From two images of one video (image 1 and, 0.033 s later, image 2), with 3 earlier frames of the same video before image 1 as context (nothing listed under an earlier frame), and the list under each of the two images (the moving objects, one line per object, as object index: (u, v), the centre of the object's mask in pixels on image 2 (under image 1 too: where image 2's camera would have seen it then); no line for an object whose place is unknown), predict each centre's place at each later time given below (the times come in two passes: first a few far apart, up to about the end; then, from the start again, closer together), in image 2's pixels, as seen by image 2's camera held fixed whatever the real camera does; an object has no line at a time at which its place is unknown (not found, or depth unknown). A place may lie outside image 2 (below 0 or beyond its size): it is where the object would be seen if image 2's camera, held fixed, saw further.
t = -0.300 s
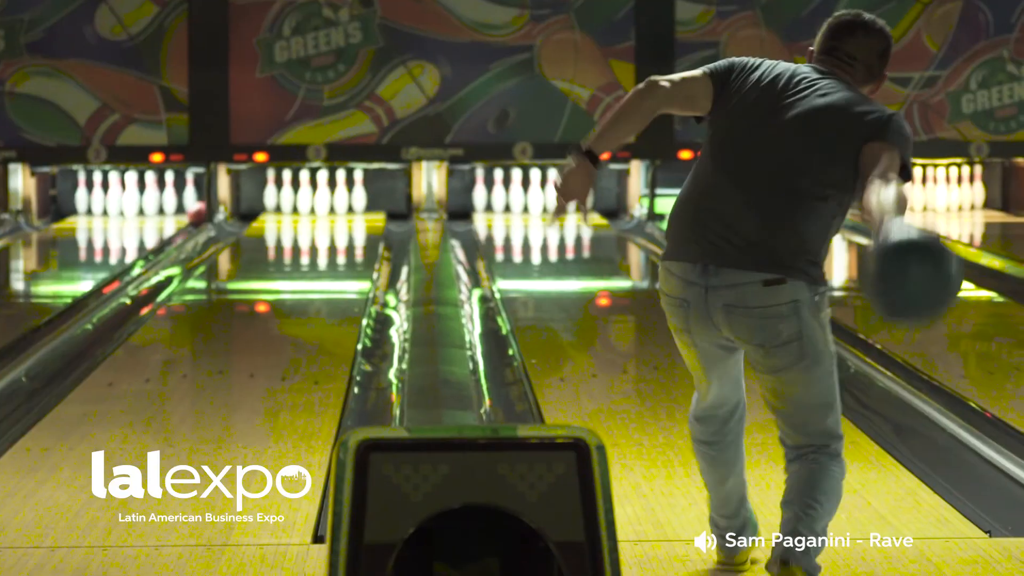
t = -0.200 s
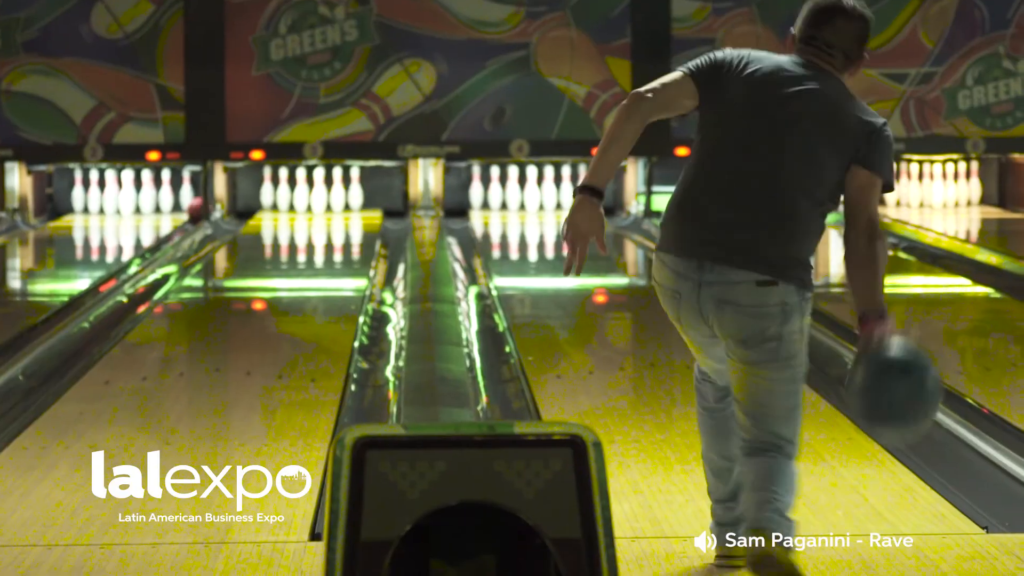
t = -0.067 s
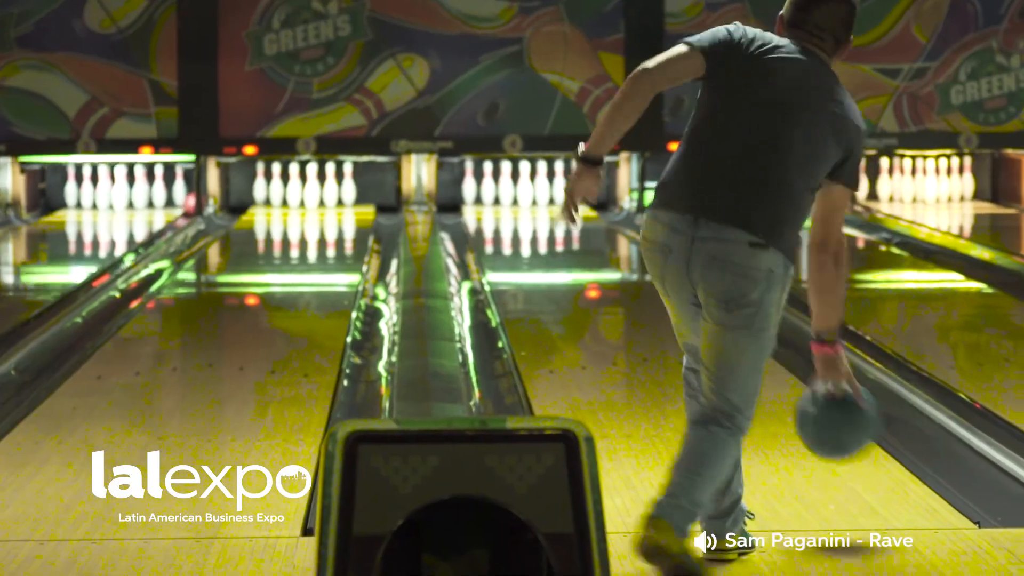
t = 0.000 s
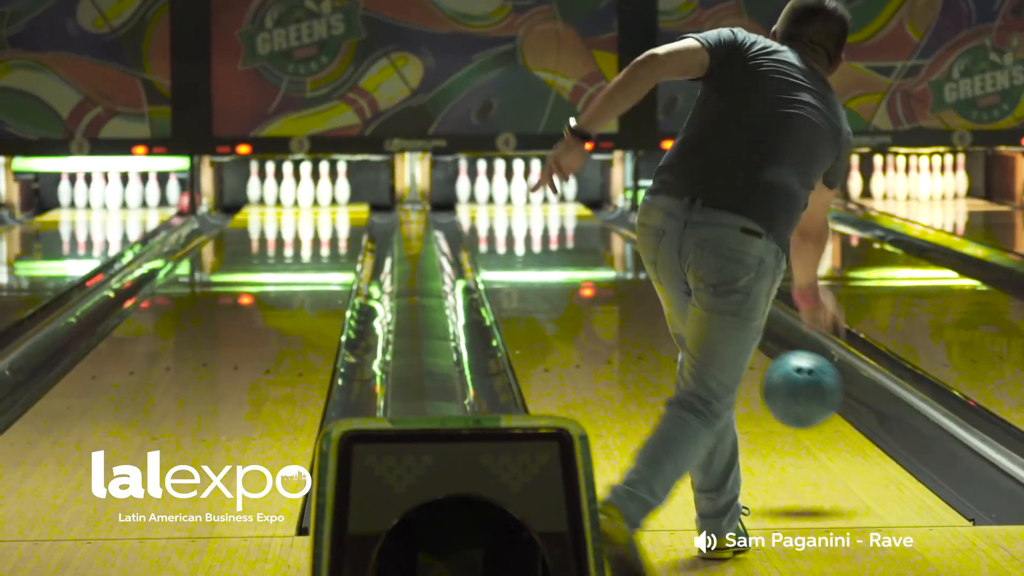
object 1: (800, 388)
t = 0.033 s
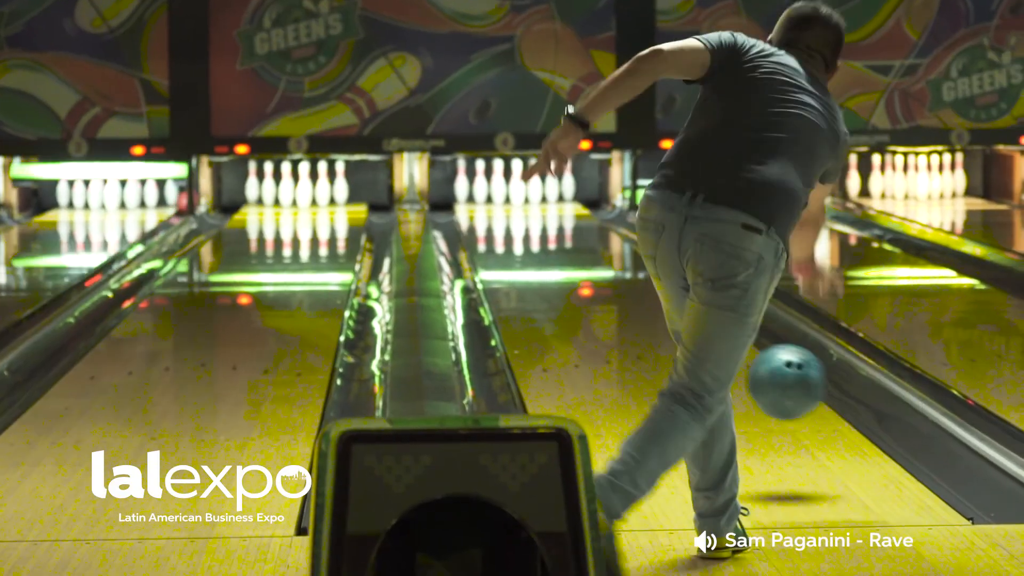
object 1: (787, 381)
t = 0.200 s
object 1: (745, 403)
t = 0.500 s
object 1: (654, 344)
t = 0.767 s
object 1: (610, 304)
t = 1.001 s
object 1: (581, 279)
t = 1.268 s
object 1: (555, 255)
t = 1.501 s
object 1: (536, 241)
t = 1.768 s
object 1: (519, 227)
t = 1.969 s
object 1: (509, 217)
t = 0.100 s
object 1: (763, 380)
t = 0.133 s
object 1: (756, 384)
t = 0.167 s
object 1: (751, 391)
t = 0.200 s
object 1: (745, 403)
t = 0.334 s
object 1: (670, 367)
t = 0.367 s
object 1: (668, 368)
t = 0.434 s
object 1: (663, 356)
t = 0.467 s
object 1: (660, 350)
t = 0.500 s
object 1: (654, 344)
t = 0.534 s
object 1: (647, 339)
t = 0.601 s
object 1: (635, 329)
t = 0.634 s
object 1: (630, 323)
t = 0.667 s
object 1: (625, 318)
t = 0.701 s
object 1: (619, 313)
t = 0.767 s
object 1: (610, 304)
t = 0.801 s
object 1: (605, 301)
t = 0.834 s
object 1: (601, 297)
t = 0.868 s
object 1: (596, 294)
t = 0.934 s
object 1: (589, 286)
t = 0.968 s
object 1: (584, 283)
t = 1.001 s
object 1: (581, 279)
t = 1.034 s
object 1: (577, 276)
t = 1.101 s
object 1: (570, 269)
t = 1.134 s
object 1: (566, 266)
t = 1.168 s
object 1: (563, 263)
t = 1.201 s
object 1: (560, 260)
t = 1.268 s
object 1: (555, 255)
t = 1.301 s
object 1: (552, 253)
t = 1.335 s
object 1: (549, 251)
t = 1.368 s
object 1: (546, 249)
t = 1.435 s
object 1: (541, 245)
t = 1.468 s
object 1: (539, 243)
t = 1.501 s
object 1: (536, 241)
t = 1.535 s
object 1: (534, 239)
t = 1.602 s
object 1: (530, 235)
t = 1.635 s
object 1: (528, 233)
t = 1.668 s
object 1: (525, 231)
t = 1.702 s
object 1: (523, 229)
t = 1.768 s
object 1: (519, 227)
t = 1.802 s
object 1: (518, 225)
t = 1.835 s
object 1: (516, 223)
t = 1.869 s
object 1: (514, 222)
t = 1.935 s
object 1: (511, 218)
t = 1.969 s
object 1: (509, 217)
